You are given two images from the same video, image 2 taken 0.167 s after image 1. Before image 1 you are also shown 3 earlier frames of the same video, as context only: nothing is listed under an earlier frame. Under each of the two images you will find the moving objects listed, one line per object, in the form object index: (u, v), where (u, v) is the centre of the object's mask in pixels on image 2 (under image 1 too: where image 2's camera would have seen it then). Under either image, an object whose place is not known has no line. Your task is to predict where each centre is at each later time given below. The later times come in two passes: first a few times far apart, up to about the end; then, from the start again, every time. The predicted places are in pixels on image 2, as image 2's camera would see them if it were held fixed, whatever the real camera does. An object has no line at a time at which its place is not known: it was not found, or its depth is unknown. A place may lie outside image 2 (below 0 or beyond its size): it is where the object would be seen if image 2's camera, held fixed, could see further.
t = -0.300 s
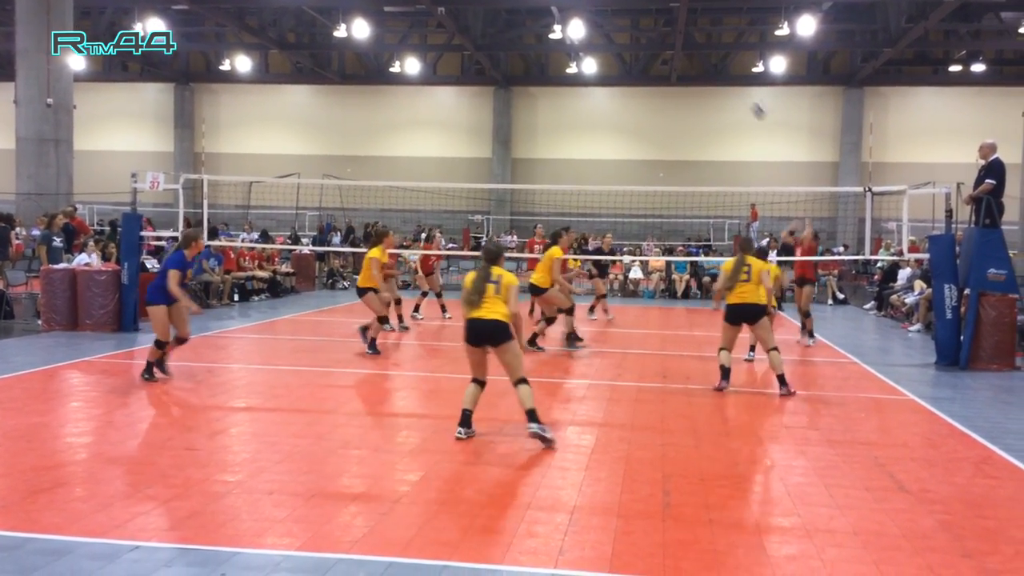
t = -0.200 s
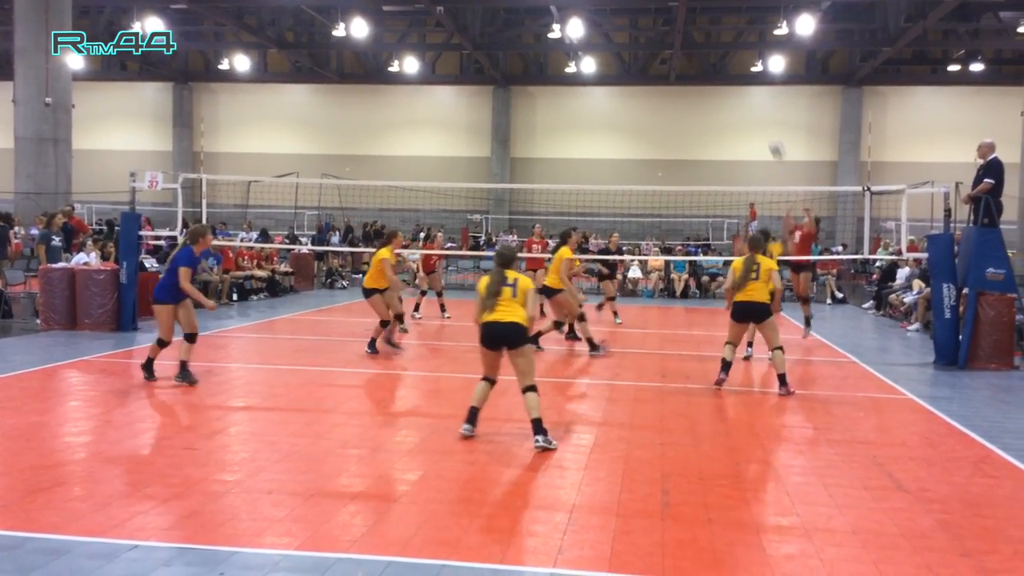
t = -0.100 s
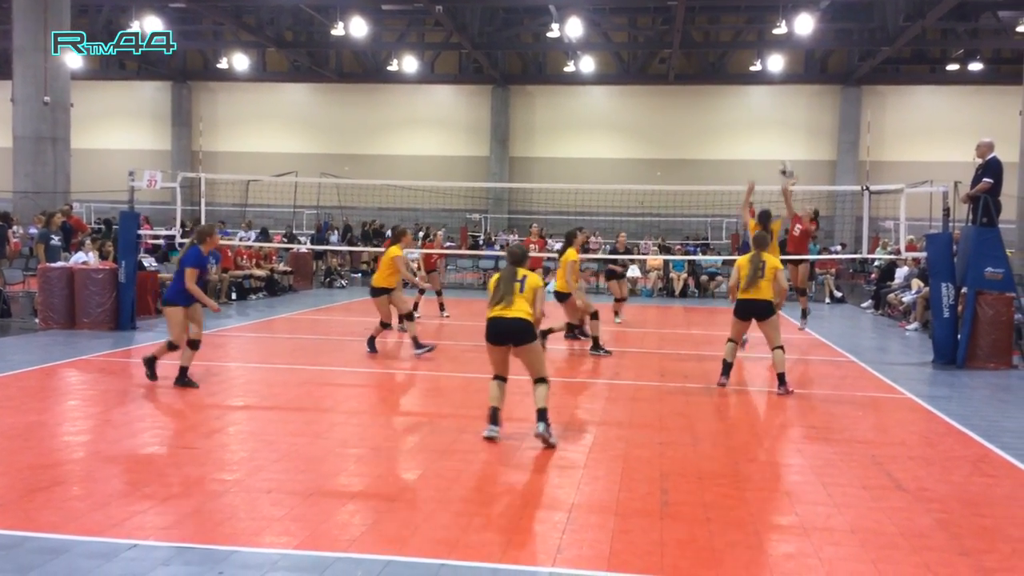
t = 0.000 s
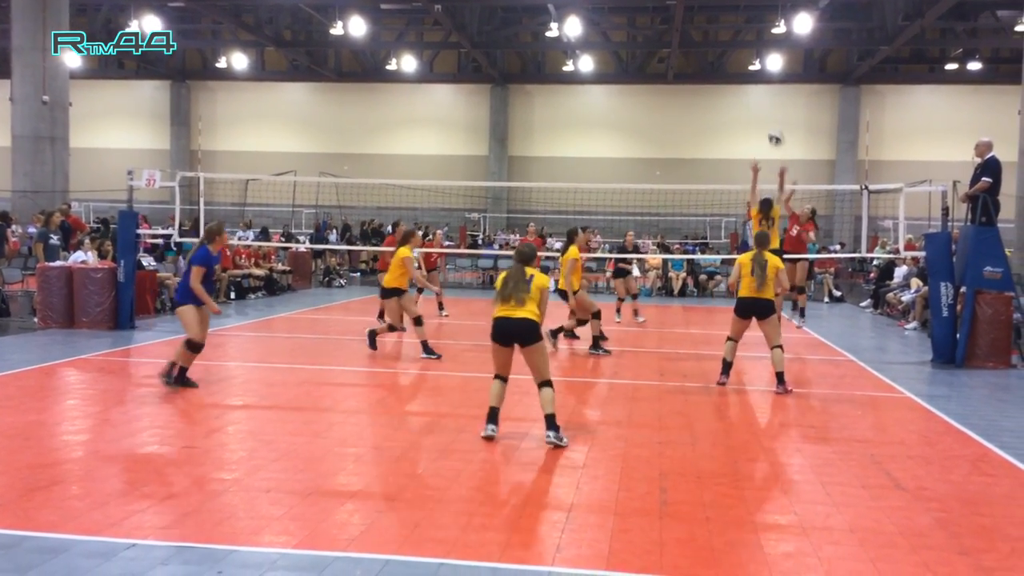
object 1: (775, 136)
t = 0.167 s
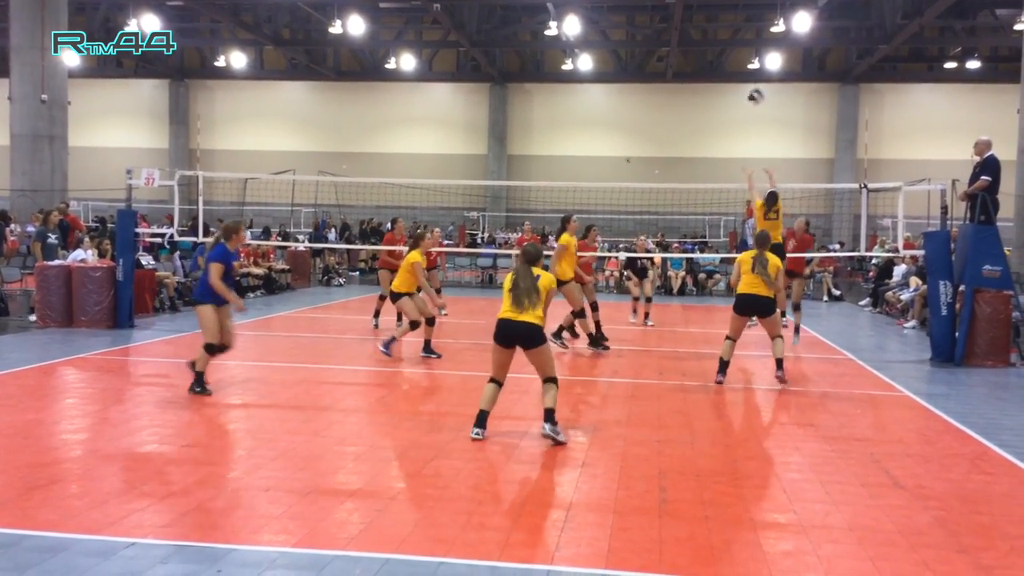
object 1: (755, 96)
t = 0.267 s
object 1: (741, 76)
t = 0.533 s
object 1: (692, 71)
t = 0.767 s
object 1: (635, 129)
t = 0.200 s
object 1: (750, 88)
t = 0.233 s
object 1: (745, 81)
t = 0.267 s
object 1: (741, 76)
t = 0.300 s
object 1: (735, 72)
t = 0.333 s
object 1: (730, 70)
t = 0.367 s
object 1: (724, 66)
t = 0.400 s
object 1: (719, 66)
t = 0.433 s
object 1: (712, 66)
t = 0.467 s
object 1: (706, 66)
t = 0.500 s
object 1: (699, 67)
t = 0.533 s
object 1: (692, 71)
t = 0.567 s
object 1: (685, 74)
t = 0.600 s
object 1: (678, 79)
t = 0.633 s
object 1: (670, 86)
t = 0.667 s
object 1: (662, 95)
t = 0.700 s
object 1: (654, 105)
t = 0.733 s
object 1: (644, 116)
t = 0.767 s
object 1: (635, 129)
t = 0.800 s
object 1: (626, 145)
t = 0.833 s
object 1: (614, 161)
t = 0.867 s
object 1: (604, 180)
